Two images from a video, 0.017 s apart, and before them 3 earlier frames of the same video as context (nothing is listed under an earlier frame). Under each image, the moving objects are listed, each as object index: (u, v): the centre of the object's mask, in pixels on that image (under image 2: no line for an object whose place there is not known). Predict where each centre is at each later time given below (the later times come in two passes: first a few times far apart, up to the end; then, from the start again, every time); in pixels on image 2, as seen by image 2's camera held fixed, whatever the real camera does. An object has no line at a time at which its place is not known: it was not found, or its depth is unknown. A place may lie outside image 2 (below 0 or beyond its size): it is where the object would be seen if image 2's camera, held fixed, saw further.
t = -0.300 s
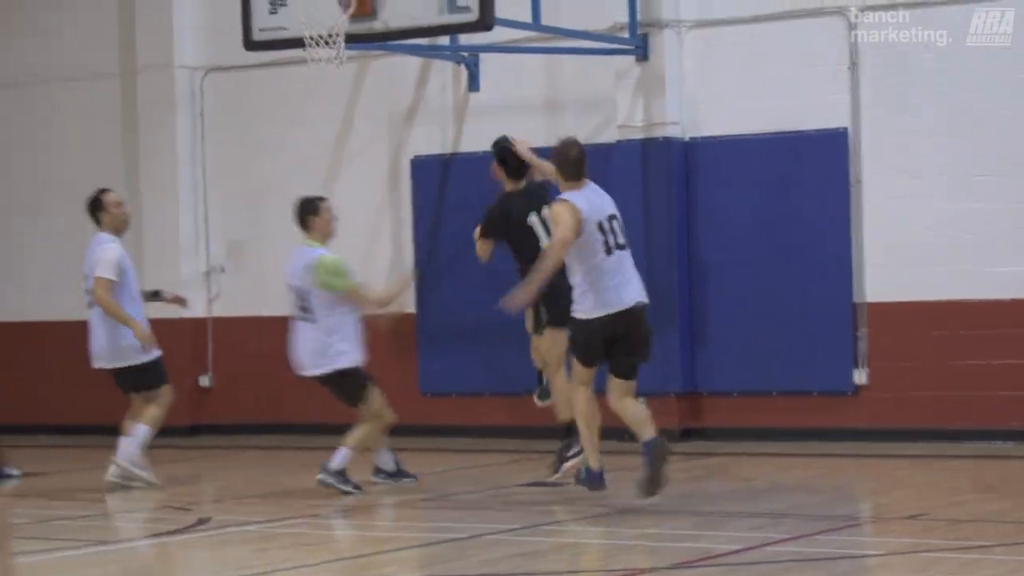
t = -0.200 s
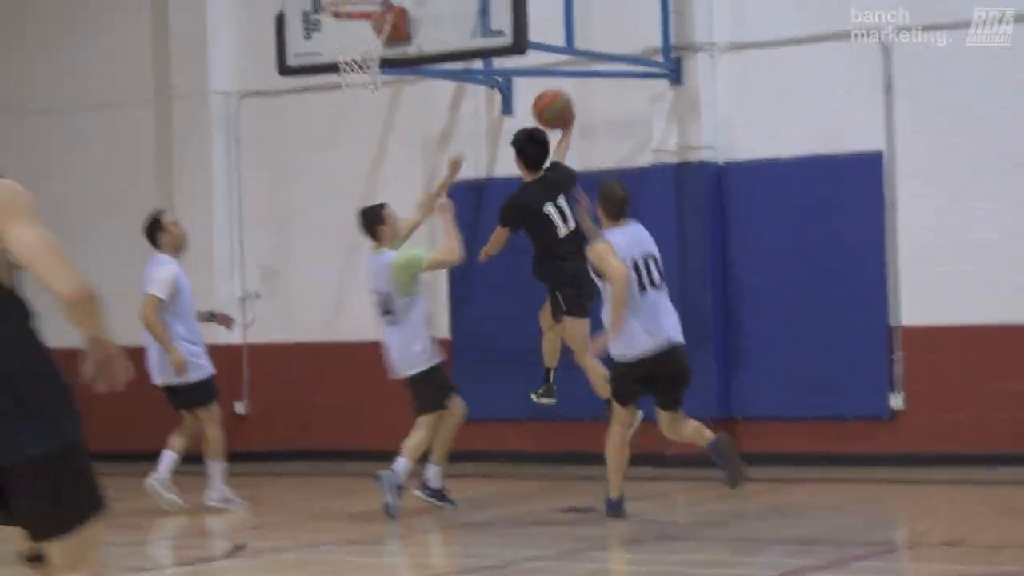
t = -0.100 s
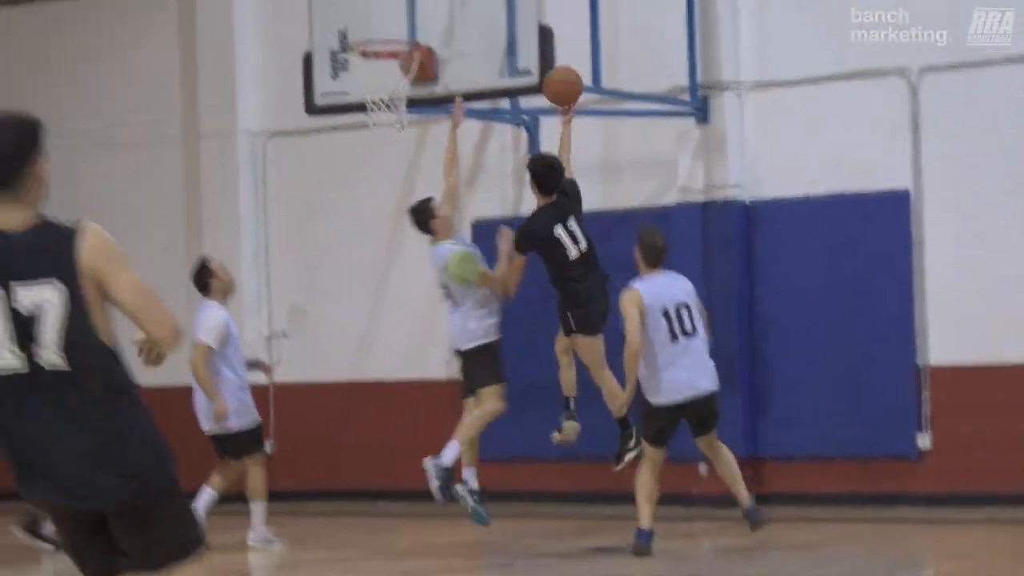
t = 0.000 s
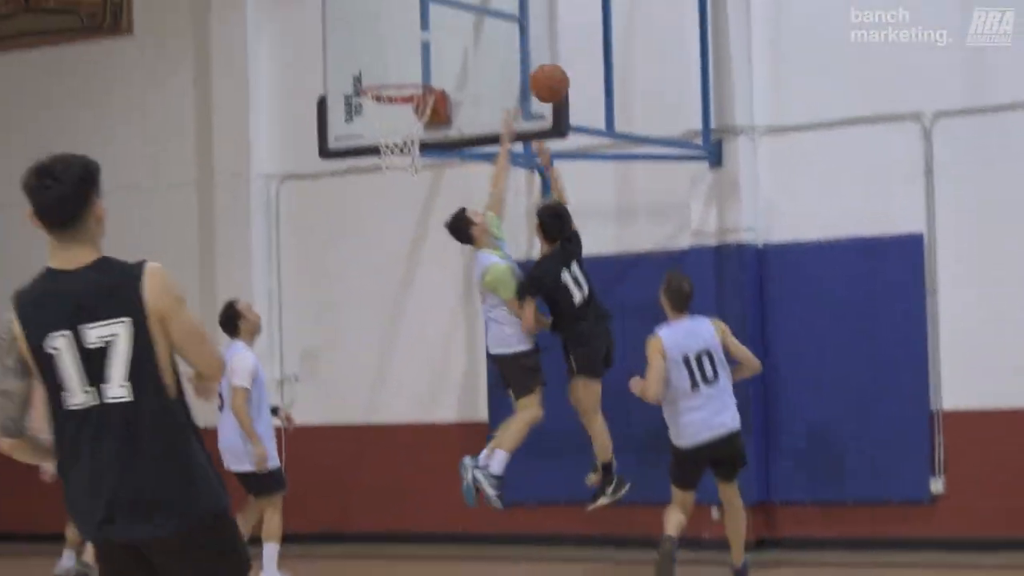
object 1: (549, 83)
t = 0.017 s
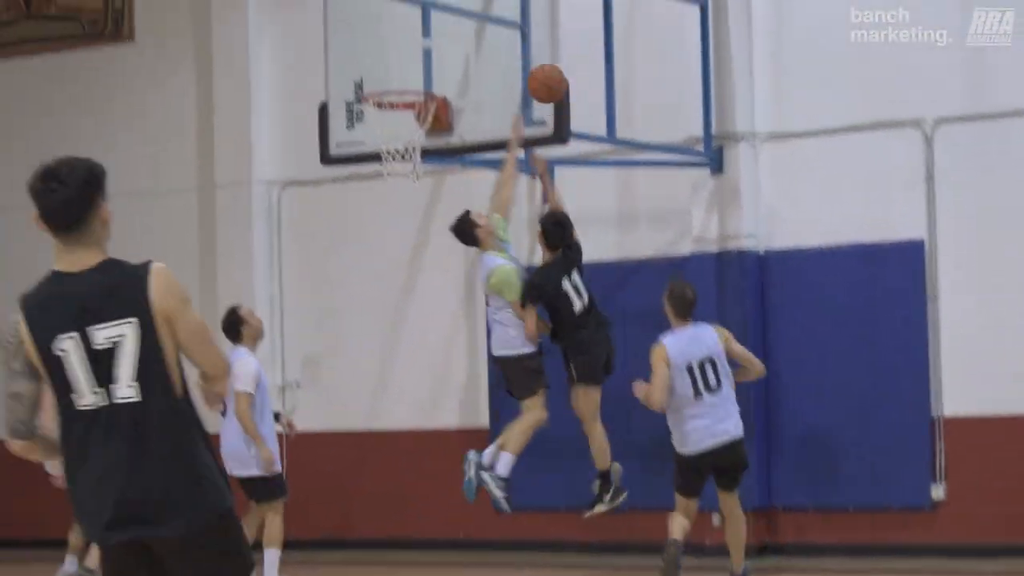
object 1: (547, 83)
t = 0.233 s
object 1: (493, 46)
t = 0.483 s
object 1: (413, 56)
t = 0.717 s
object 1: (418, 111)
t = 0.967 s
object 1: (397, 205)
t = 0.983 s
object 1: (395, 214)
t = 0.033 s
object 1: (543, 78)
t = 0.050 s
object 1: (538, 73)
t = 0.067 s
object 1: (533, 68)
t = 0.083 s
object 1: (529, 63)
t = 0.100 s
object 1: (525, 60)
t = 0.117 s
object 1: (521, 56)
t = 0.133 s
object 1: (516, 54)
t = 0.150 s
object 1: (512, 51)
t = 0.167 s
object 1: (508, 50)
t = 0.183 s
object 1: (505, 48)
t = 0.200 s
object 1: (501, 47)
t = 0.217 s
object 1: (497, 46)
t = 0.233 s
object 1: (493, 46)
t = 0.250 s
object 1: (489, 46)
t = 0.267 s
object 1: (484, 45)
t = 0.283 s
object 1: (479, 43)
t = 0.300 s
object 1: (473, 42)
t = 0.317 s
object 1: (468, 41)
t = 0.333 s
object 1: (462, 41)
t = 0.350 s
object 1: (456, 41)
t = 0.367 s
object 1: (451, 41)
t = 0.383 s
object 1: (445, 42)
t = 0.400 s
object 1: (440, 43)
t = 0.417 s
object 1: (434, 45)
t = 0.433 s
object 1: (429, 47)
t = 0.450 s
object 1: (424, 50)
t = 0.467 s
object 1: (418, 53)
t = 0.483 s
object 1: (413, 56)
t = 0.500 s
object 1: (407, 60)
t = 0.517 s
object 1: (402, 64)
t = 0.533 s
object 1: (396, 69)
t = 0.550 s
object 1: (391, 74)
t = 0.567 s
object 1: (385, 79)
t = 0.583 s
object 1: (380, 85)
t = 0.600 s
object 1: (379, 90)
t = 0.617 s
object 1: (383, 91)
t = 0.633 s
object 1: (389, 89)
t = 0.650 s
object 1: (396, 95)
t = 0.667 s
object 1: (401, 97)
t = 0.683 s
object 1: (407, 100)
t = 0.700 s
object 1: (411, 103)
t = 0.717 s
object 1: (418, 111)
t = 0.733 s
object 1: (420, 113)
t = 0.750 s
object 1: (419, 116)
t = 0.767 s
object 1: (417, 120)
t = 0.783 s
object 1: (413, 128)
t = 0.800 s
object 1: (412, 135)
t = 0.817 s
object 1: (410, 141)
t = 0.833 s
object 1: (408, 146)
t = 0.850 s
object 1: (406, 153)
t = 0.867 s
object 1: (406, 158)
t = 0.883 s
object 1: (405, 161)
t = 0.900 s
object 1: (404, 169)
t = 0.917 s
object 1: (401, 172)
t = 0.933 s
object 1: (400, 188)
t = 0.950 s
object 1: (398, 196)
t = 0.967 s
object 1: (397, 205)
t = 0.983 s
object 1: (395, 214)
